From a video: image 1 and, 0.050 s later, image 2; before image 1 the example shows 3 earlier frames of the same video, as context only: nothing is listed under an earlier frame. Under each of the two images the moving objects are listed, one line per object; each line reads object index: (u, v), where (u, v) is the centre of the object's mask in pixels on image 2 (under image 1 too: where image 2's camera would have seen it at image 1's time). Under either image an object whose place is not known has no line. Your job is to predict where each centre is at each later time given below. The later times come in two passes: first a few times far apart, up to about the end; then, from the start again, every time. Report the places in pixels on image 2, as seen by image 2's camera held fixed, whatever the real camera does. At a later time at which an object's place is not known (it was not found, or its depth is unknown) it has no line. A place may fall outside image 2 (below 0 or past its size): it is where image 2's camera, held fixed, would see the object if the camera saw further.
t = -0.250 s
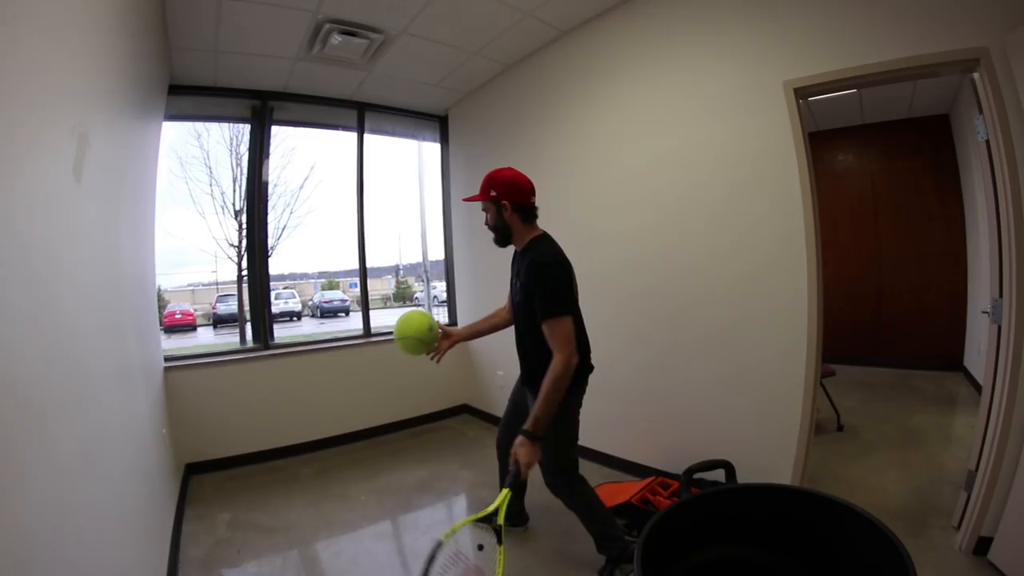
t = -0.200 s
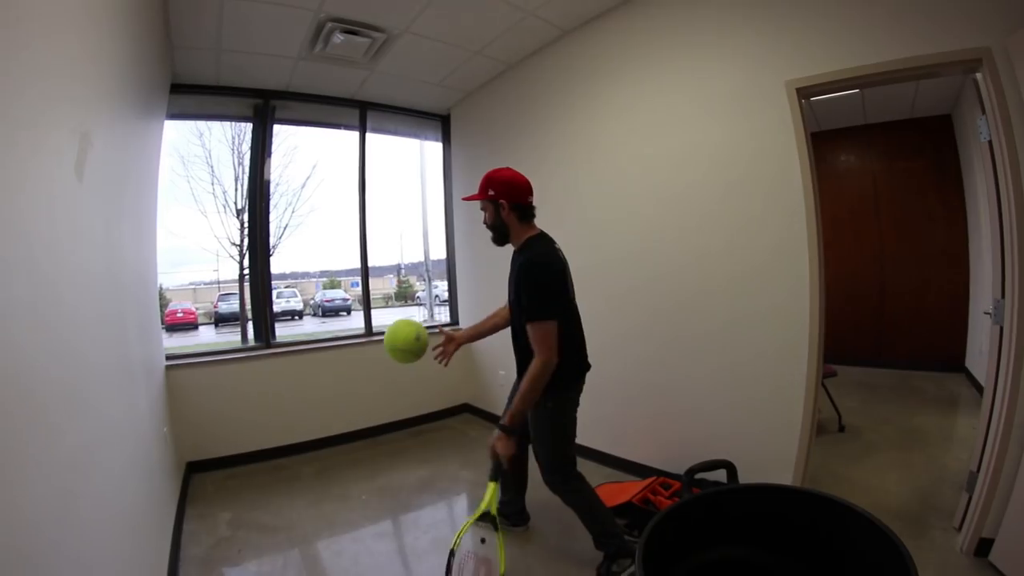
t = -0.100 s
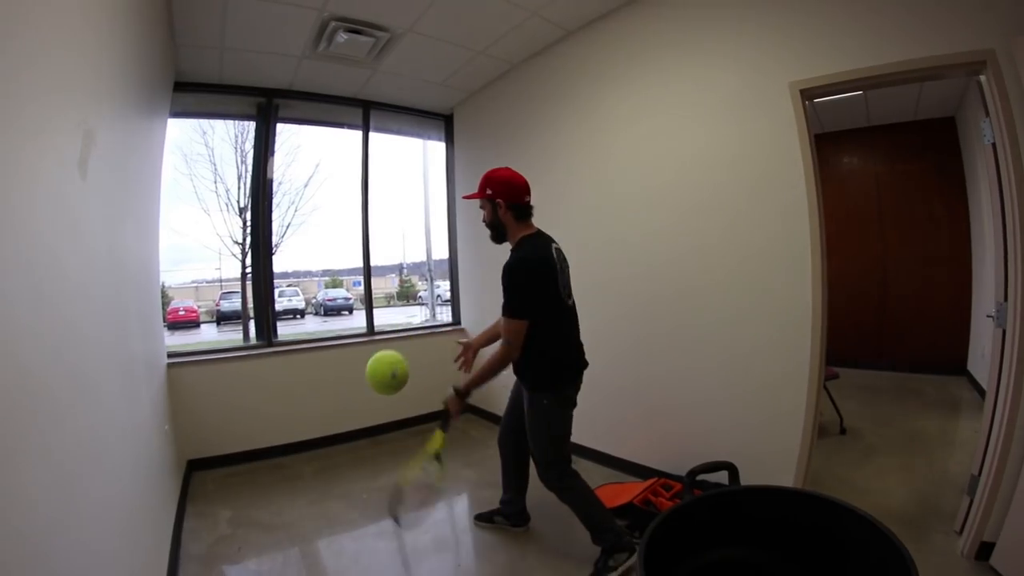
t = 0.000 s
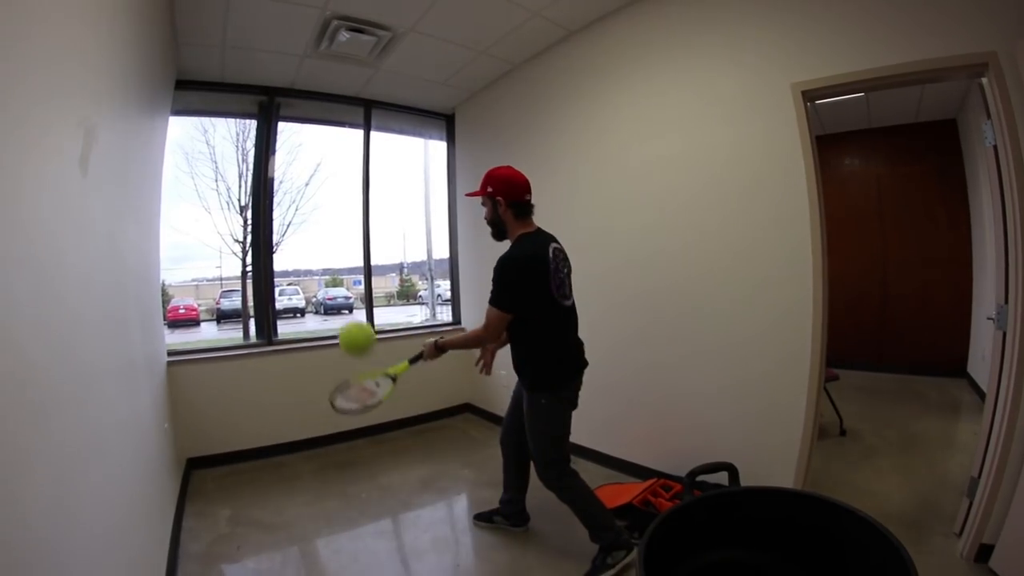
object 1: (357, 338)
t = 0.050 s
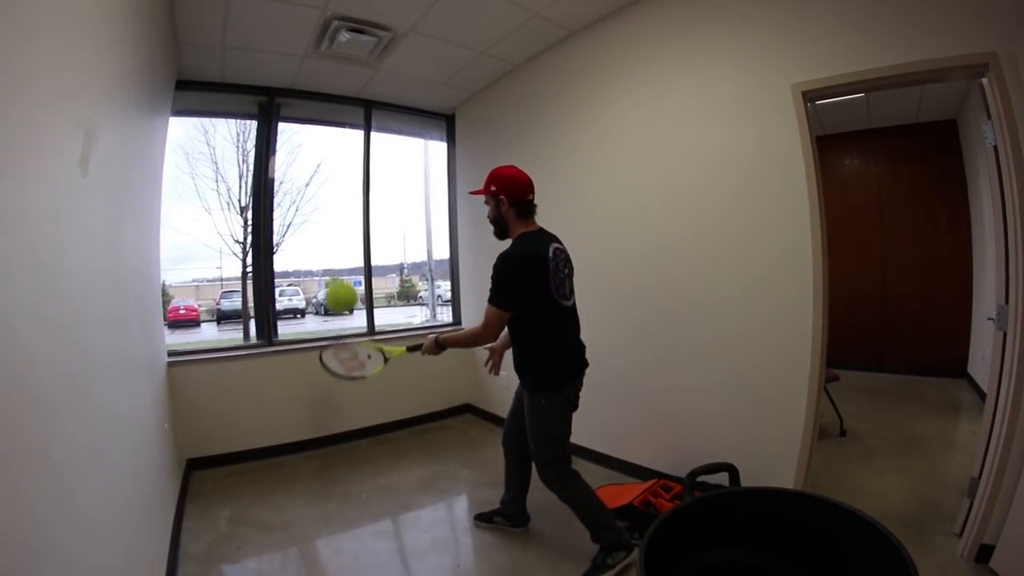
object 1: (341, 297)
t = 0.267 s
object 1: (319, 216)
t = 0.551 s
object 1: (371, 162)
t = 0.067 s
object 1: (337, 285)
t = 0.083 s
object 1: (333, 276)
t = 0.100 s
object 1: (329, 268)
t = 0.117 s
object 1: (326, 260)
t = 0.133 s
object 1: (323, 253)
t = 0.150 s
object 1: (320, 247)
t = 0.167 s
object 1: (318, 242)
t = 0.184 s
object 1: (315, 238)
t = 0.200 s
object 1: (313, 235)
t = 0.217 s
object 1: (313, 231)
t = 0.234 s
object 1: (314, 226)
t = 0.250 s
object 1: (317, 221)
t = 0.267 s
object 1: (319, 216)
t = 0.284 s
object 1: (321, 211)
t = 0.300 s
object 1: (323, 207)
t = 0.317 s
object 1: (326, 203)
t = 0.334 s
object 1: (328, 198)
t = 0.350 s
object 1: (331, 194)
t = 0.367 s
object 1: (334, 190)
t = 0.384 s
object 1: (336, 186)
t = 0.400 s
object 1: (339, 183)
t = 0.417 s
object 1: (342, 179)
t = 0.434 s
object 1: (345, 176)
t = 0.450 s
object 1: (349, 173)
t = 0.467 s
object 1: (352, 171)
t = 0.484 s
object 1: (356, 168)
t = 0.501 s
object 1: (359, 166)
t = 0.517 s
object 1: (363, 164)
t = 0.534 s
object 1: (366, 163)
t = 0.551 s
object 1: (371, 162)
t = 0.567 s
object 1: (375, 161)
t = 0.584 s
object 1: (379, 161)
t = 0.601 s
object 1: (384, 161)
